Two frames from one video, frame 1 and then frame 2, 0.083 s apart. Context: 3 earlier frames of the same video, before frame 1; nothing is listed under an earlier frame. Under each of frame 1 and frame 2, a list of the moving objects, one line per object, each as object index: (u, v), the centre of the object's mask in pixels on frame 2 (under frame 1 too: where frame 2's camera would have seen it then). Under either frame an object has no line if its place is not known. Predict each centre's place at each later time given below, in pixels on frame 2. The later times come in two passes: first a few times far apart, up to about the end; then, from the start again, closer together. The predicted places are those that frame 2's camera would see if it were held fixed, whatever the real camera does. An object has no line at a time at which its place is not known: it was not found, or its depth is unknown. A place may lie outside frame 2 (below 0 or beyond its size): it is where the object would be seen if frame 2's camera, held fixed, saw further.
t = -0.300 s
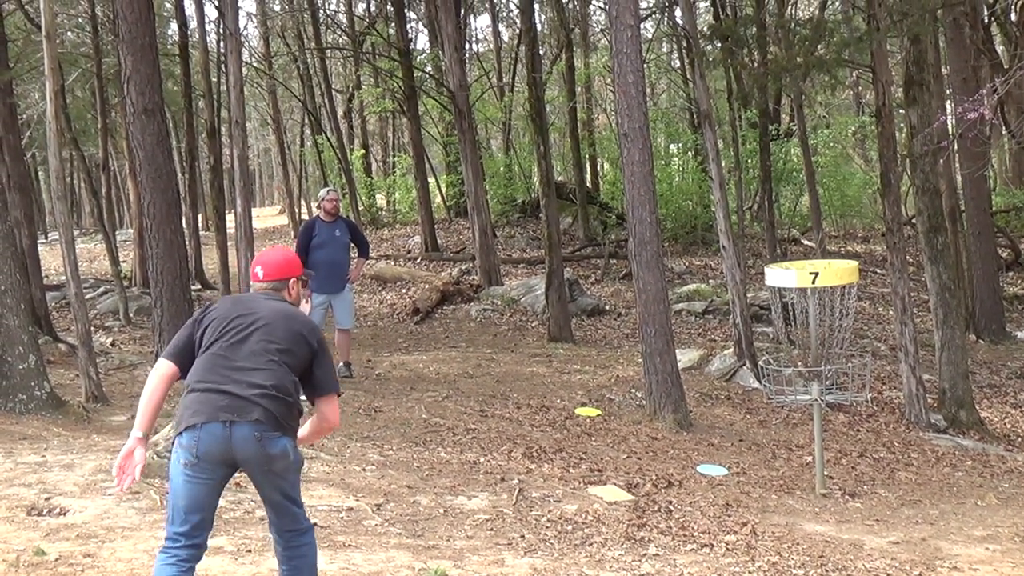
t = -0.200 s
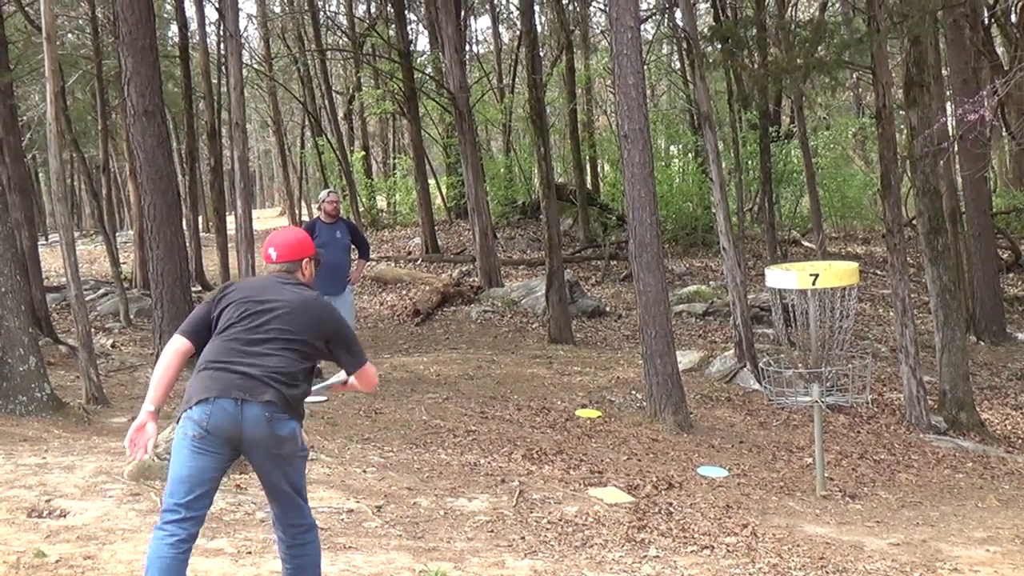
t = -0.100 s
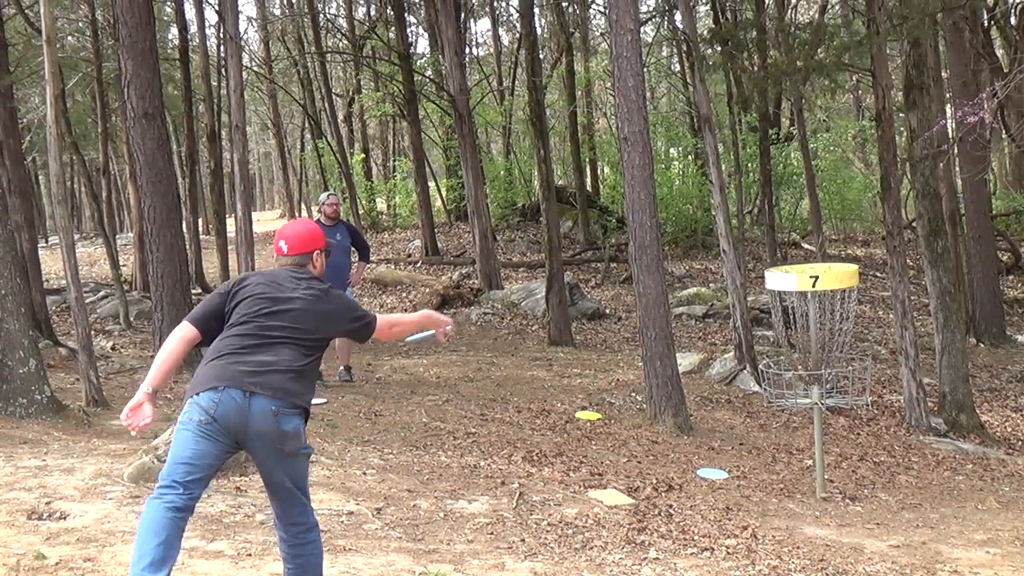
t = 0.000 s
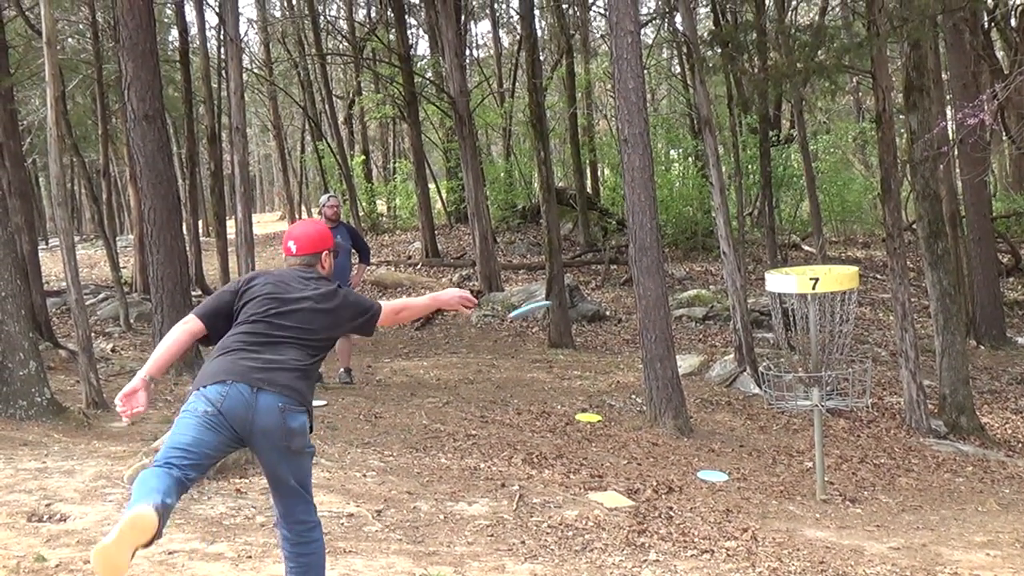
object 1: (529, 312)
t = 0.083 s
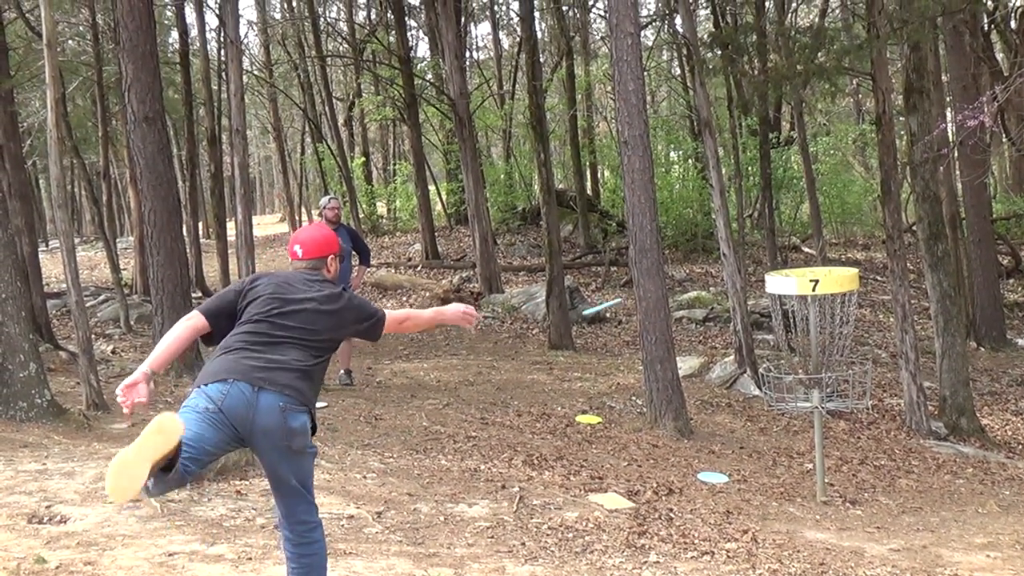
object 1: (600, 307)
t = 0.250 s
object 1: (723, 324)
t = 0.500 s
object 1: (798, 364)
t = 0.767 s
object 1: (796, 369)
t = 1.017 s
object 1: (787, 388)
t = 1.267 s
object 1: (795, 405)
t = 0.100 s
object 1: (614, 307)
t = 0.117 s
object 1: (630, 306)
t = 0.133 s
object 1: (642, 307)
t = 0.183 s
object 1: (677, 314)
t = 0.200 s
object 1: (691, 316)
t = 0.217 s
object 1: (702, 319)
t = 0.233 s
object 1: (711, 321)
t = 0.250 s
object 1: (723, 324)
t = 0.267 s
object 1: (732, 327)
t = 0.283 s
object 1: (744, 329)
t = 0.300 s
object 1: (752, 333)
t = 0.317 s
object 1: (760, 337)
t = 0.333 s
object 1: (770, 340)
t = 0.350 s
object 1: (779, 344)
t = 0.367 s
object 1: (786, 348)
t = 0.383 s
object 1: (792, 352)
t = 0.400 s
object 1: (796, 354)
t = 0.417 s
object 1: (799, 357)
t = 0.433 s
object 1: (800, 358)
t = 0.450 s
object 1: (800, 362)
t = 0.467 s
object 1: (799, 364)
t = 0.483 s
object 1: (798, 364)
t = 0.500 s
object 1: (798, 364)
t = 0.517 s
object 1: (797, 364)
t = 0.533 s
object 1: (796, 363)
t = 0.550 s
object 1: (797, 363)
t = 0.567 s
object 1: (797, 363)
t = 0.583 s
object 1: (797, 363)
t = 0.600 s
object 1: (797, 363)
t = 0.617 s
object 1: (797, 363)
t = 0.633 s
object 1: (798, 363)
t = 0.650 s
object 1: (797, 363)
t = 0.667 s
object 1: (797, 364)
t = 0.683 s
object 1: (797, 364)
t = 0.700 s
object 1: (797, 365)
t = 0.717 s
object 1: (797, 366)
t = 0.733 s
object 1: (797, 367)
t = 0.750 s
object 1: (796, 368)
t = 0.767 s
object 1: (796, 369)
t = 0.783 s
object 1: (795, 369)
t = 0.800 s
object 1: (794, 370)
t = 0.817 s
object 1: (793, 370)
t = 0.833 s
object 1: (792, 371)
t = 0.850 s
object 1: (792, 373)
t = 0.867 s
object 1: (791, 374)
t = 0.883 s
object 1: (790, 377)
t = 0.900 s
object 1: (789, 379)
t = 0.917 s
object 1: (788, 382)
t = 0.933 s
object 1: (789, 384)
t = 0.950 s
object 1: (789, 388)
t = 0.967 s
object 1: (788, 390)
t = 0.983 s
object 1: (788, 389)
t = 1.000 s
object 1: (788, 389)
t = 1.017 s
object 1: (787, 388)
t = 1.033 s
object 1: (788, 389)
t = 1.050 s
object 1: (788, 389)
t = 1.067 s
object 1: (788, 389)
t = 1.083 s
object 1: (789, 390)
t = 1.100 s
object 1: (789, 390)
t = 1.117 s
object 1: (790, 391)
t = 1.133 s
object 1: (791, 393)
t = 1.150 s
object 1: (792, 395)
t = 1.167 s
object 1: (793, 397)
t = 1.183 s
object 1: (793, 401)
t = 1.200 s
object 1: (792, 403)
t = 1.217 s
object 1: (794, 404)
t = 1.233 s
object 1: (794, 406)
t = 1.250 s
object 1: (794, 406)
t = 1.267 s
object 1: (795, 405)
